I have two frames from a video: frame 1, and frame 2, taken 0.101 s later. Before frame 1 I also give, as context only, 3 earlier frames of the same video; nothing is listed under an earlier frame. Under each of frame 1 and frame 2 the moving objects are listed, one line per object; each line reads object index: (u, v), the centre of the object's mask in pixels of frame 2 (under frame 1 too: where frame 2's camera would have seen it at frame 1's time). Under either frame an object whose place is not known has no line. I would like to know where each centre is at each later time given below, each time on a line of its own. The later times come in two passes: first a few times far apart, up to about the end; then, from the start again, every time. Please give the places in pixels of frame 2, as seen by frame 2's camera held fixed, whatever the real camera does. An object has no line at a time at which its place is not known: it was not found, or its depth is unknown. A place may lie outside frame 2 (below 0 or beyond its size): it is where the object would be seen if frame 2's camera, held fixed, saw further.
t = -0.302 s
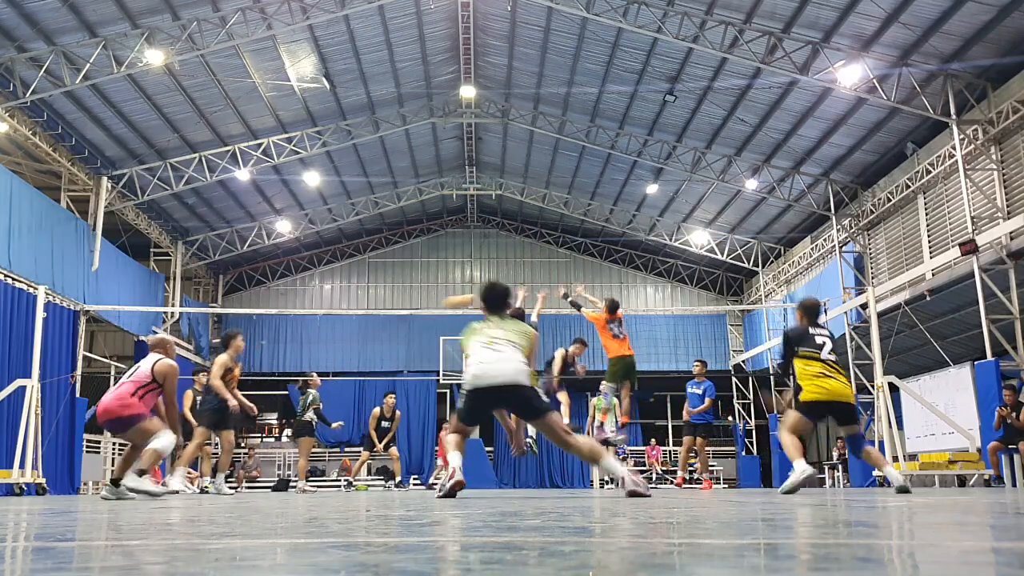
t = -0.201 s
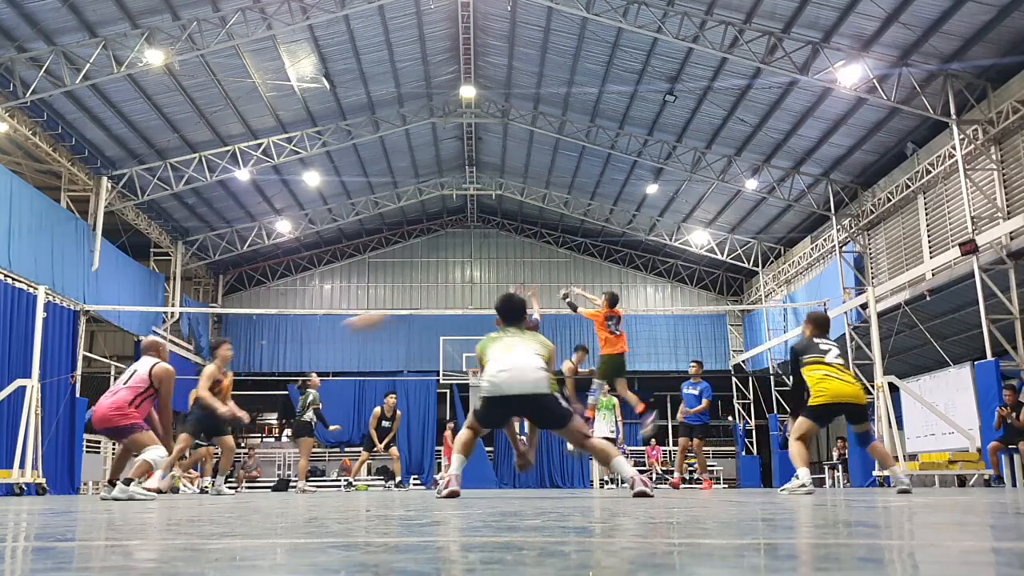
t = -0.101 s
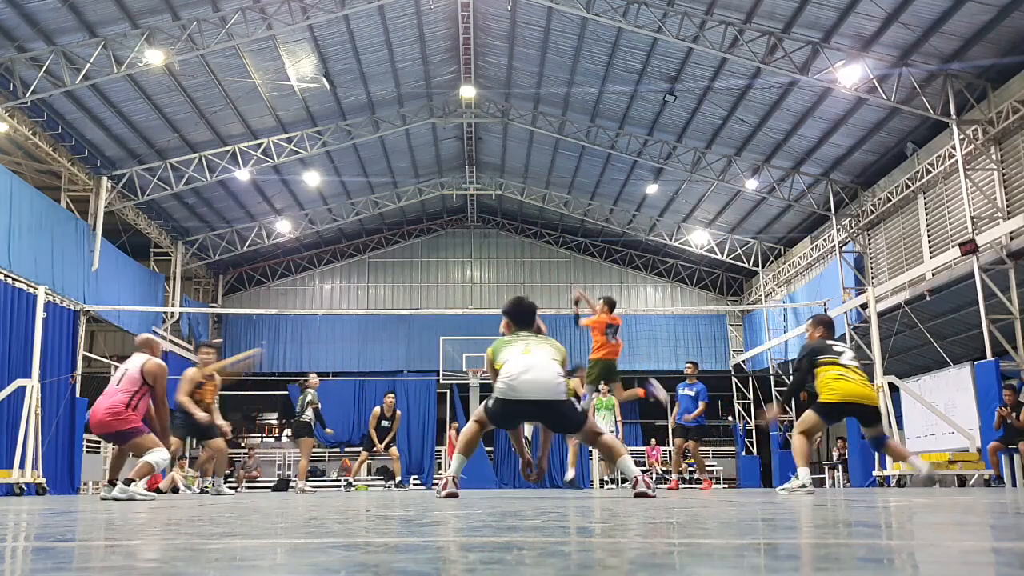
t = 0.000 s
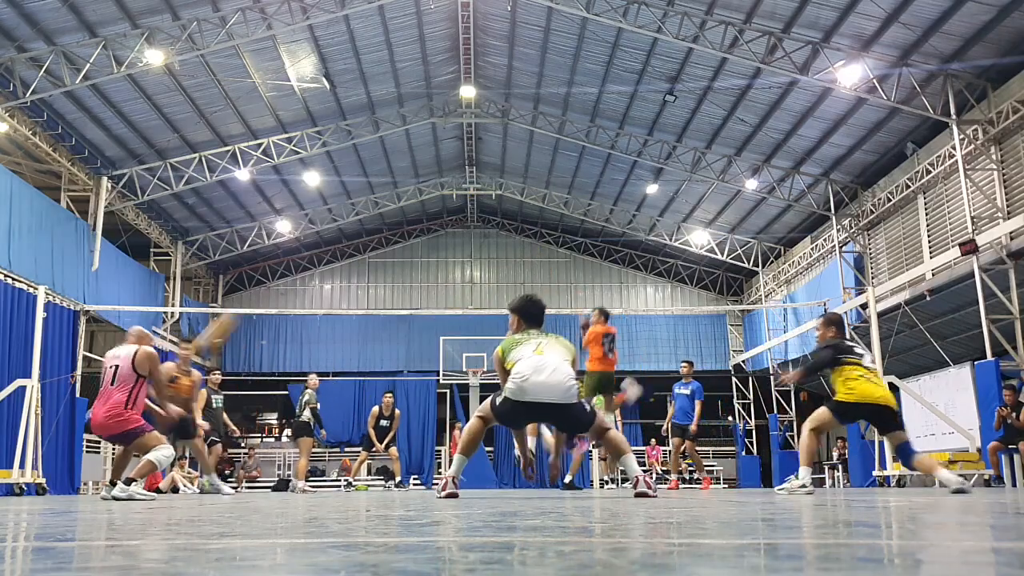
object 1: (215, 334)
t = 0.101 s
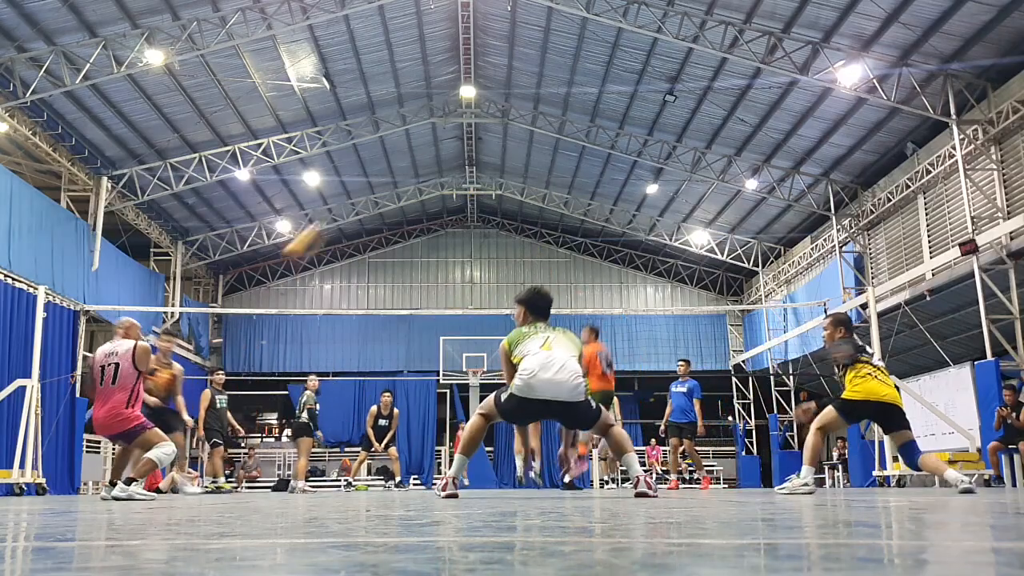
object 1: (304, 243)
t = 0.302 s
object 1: (456, 111)
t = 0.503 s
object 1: (594, 35)
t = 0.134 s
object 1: (333, 215)
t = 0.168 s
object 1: (359, 190)
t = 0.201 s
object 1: (387, 168)
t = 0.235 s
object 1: (412, 147)
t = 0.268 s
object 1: (435, 129)
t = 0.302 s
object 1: (456, 111)
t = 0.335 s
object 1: (487, 92)
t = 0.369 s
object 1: (507, 78)
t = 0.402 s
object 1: (530, 66)
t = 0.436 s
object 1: (552, 54)
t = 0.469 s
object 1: (573, 44)
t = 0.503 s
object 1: (594, 35)
